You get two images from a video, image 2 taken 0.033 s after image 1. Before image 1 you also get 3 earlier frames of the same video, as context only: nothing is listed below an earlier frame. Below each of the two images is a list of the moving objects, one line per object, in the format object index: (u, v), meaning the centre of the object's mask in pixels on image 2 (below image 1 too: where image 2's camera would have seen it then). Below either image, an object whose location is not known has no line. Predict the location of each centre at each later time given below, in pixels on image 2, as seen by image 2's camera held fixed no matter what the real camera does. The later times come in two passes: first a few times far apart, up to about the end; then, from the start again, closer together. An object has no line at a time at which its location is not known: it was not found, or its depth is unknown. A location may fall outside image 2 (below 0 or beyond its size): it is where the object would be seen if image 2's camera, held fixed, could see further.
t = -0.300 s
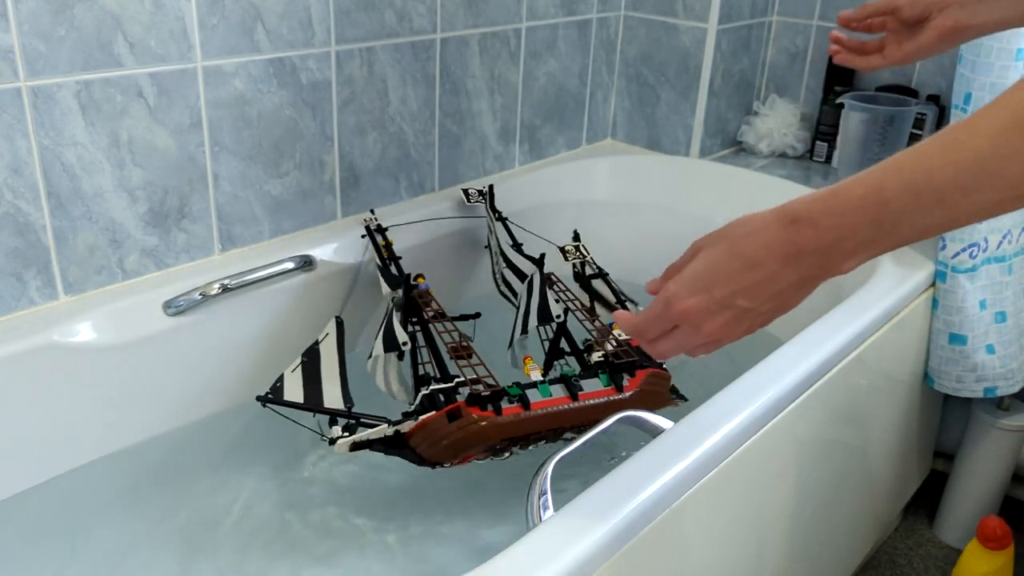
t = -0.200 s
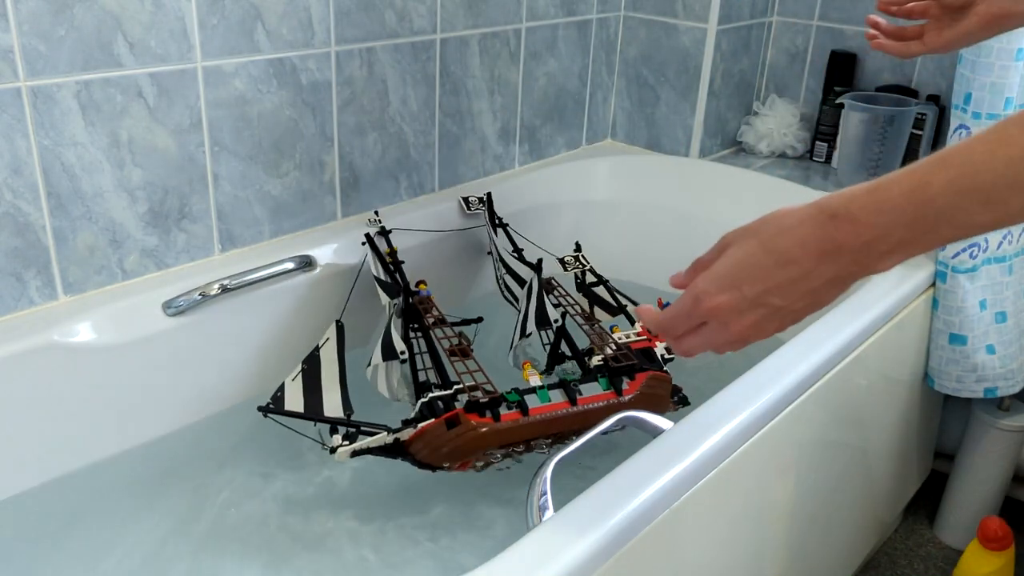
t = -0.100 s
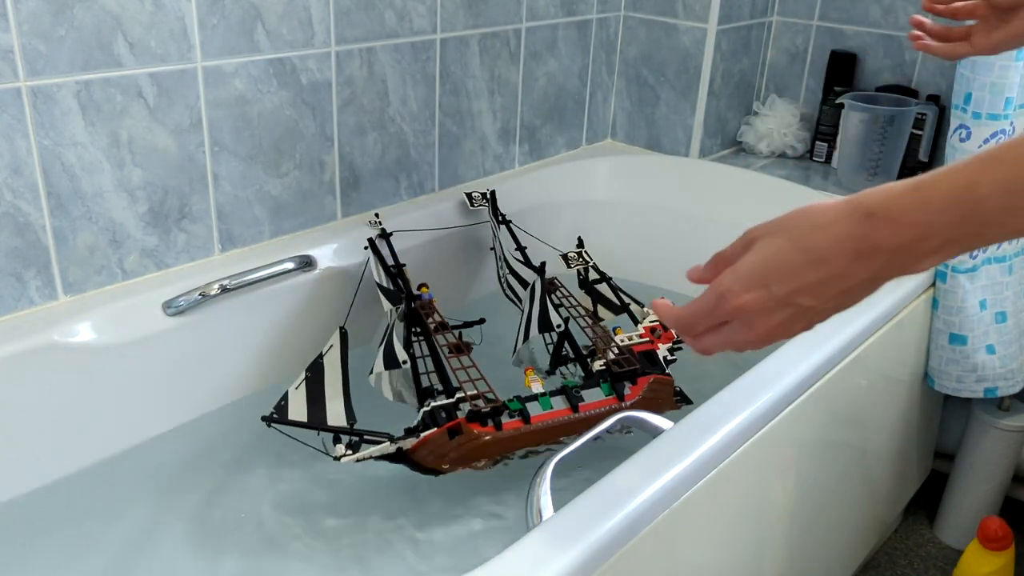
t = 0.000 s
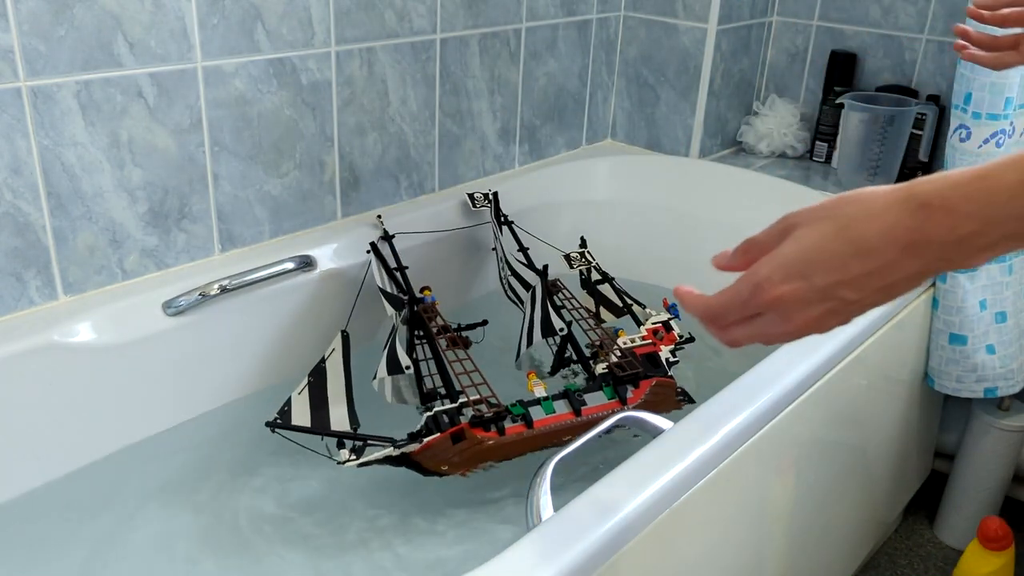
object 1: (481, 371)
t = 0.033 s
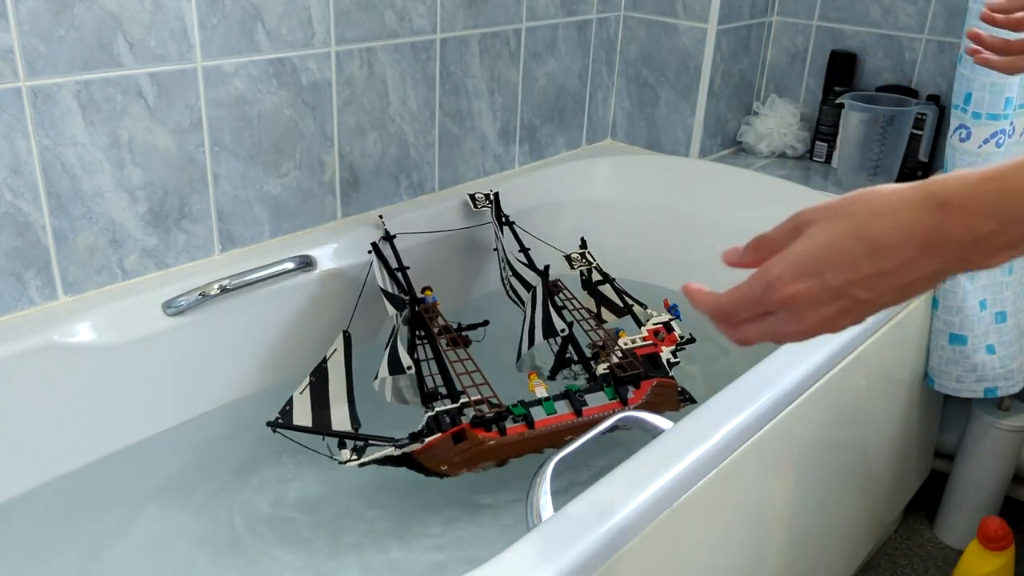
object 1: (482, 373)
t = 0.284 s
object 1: (496, 370)
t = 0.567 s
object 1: (502, 373)
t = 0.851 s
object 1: (510, 376)
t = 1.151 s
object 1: (515, 383)
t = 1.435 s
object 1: (520, 394)
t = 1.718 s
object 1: (526, 408)
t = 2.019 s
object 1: (531, 413)
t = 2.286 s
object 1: (535, 416)
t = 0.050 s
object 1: (484, 374)
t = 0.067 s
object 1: (484, 374)
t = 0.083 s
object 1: (485, 373)
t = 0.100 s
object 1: (487, 374)
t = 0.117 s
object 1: (488, 374)
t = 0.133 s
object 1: (489, 374)
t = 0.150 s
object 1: (488, 371)
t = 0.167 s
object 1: (490, 373)
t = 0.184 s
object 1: (490, 370)
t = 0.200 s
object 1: (490, 370)
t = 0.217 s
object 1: (491, 370)
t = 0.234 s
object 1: (493, 371)
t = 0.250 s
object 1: (494, 370)
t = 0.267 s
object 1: (494, 370)
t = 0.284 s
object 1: (496, 370)
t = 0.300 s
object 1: (496, 370)
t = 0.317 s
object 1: (497, 370)
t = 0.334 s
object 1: (497, 369)
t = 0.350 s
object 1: (498, 369)
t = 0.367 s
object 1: (498, 370)
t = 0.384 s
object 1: (498, 369)
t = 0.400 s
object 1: (499, 370)
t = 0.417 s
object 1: (500, 370)
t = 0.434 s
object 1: (500, 370)
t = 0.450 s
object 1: (500, 370)
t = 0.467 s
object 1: (501, 370)
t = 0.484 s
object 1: (502, 371)
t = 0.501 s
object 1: (502, 371)
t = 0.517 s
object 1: (502, 371)
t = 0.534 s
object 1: (502, 371)
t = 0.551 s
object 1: (502, 373)
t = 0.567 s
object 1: (502, 373)
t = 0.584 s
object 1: (503, 374)
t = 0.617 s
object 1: (503, 374)
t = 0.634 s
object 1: (504, 374)
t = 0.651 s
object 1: (504, 374)
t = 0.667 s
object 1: (505, 375)
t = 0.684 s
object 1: (506, 375)
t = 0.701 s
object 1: (506, 375)
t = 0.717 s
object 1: (506, 375)
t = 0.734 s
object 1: (507, 375)
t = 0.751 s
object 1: (507, 375)
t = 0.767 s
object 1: (508, 375)
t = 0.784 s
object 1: (509, 375)
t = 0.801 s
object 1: (509, 375)
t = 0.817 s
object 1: (509, 375)
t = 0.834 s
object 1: (510, 375)
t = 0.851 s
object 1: (510, 376)
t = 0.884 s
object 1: (510, 376)
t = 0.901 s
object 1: (510, 377)
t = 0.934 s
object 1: (511, 377)
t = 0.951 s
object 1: (511, 378)
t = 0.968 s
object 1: (511, 378)
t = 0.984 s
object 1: (511, 378)
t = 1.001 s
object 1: (512, 378)
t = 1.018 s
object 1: (512, 379)
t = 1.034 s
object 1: (512, 379)
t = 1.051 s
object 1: (513, 380)
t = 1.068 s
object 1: (514, 380)
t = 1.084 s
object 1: (514, 381)
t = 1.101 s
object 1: (514, 381)
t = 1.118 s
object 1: (514, 382)
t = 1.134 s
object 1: (515, 383)
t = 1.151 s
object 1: (515, 383)
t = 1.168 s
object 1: (516, 384)
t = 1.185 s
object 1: (516, 384)
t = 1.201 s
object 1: (515, 385)
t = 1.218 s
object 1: (516, 386)
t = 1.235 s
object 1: (515, 387)
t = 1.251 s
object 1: (515, 388)
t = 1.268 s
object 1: (516, 388)
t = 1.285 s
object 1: (516, 389)
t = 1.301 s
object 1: (517, 389)
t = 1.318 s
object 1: (517, 390)
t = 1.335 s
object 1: (518, 391)
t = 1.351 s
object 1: (519, 391)
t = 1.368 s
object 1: (519, 392)
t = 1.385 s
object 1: (520, 392)
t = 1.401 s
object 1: (520, 393)
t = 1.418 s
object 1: (520, 394)
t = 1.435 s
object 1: (520, 394)
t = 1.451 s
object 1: (521, 395)
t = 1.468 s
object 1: (521, 396)
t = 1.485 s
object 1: (522, 397)
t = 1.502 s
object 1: (523, 398)
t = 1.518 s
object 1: (523, 399)
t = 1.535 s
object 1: (523, 400)
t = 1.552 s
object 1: (523, 400)
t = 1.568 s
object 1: (523, 401)
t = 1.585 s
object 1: (523, 402)
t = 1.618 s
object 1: (524, 403)
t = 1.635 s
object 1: (524, 404)
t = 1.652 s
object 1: (525, 404)
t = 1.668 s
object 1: (524, 405)
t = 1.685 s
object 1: (524, 407)
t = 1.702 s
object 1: (526, 407)
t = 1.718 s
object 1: (526, 408)
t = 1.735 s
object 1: (525, 409)
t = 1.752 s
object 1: (525, 410)
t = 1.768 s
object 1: (526, 410)
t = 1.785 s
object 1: (527, 410)
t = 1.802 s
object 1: (527, 410)
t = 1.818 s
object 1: (527, 409)
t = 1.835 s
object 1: (527, 410)
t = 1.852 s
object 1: (527, 411)
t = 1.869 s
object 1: (528, 410)
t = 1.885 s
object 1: (528, 411)
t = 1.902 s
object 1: (528, 412)
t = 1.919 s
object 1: (528, 413)
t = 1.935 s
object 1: (530, 411)
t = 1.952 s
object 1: (528, 413)
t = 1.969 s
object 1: (529, 411)
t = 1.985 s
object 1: (530, 412)
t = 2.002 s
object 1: (530, 412)
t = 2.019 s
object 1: (531, 413)
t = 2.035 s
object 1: (531, 412)
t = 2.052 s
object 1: (532, 413)
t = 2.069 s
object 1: (532, 413)
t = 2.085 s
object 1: (533, 414)
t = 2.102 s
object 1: (533, 414)
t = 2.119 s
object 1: (533, 414)
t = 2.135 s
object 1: (533, 413)
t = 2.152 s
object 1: (533, 416)
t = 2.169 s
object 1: (534, 416)
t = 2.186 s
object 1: (535, 415)
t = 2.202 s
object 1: (534, 416)
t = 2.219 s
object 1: (534, 417)
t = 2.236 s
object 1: (534, 417)
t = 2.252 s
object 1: (534, 417)
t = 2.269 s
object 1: (527, 418)
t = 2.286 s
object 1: (535, 416)
